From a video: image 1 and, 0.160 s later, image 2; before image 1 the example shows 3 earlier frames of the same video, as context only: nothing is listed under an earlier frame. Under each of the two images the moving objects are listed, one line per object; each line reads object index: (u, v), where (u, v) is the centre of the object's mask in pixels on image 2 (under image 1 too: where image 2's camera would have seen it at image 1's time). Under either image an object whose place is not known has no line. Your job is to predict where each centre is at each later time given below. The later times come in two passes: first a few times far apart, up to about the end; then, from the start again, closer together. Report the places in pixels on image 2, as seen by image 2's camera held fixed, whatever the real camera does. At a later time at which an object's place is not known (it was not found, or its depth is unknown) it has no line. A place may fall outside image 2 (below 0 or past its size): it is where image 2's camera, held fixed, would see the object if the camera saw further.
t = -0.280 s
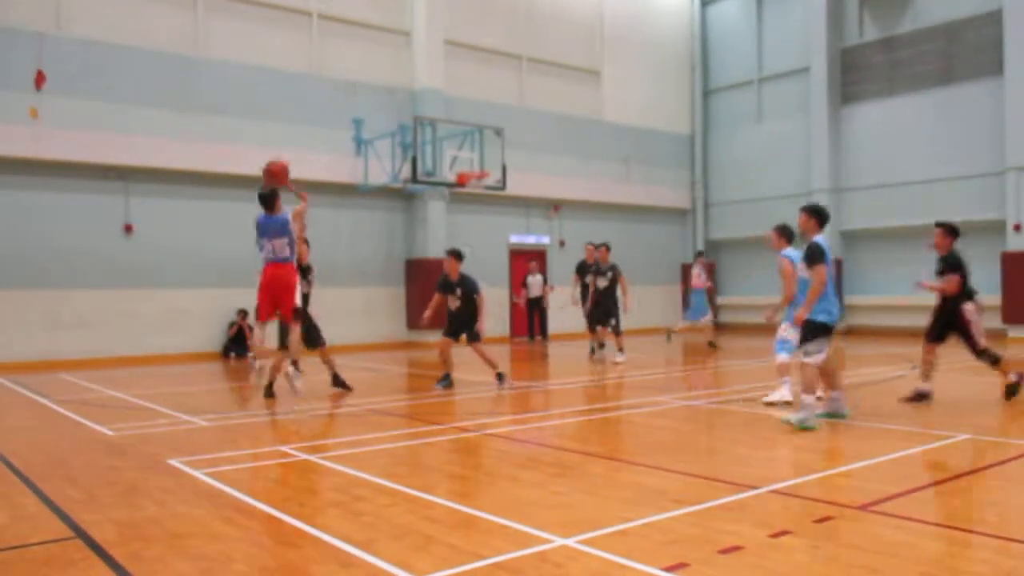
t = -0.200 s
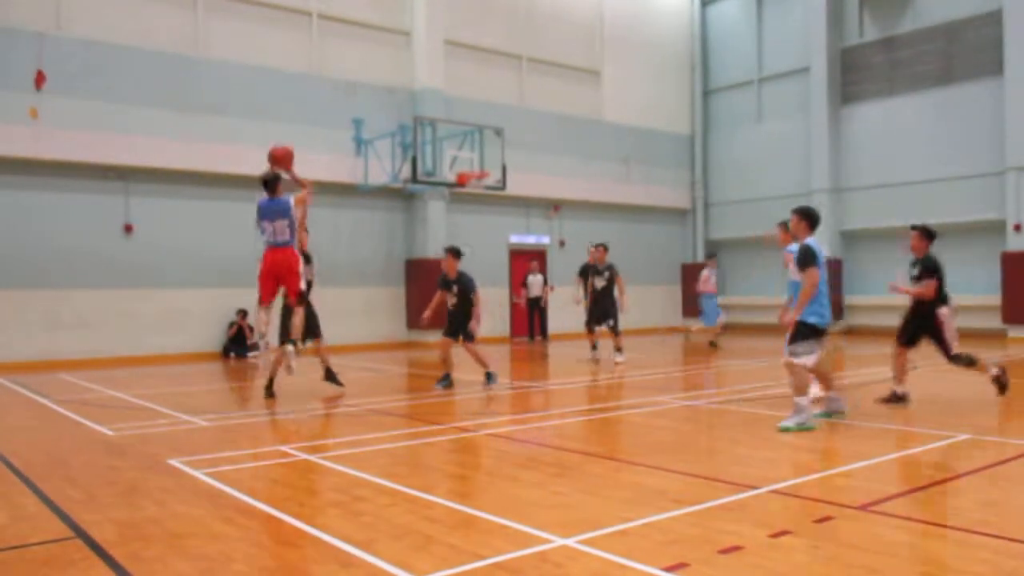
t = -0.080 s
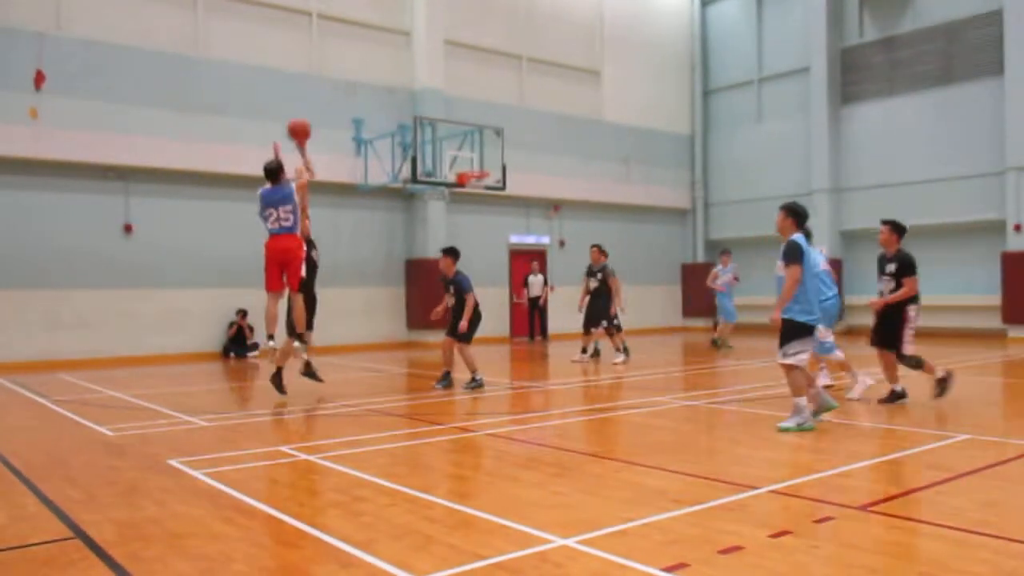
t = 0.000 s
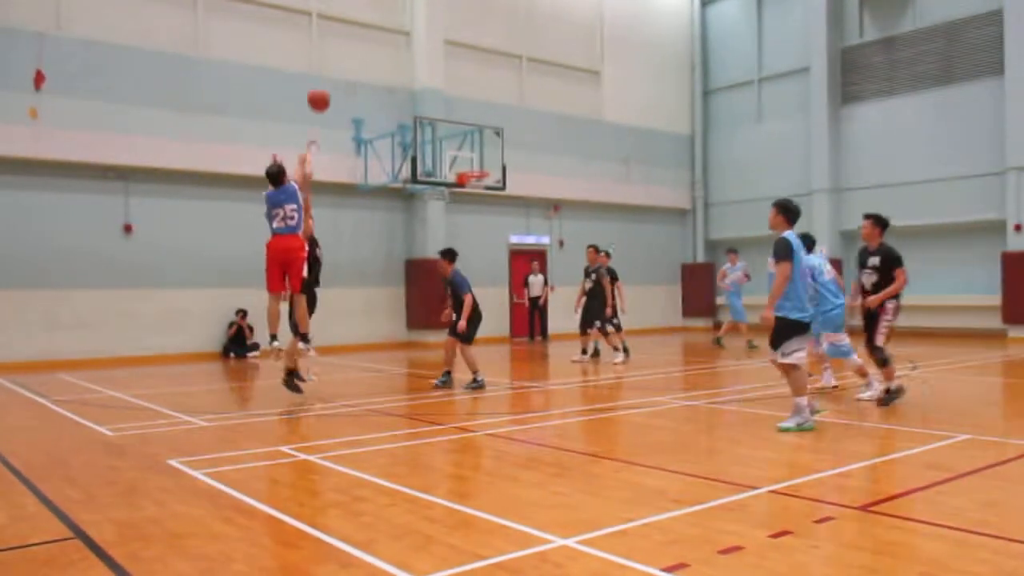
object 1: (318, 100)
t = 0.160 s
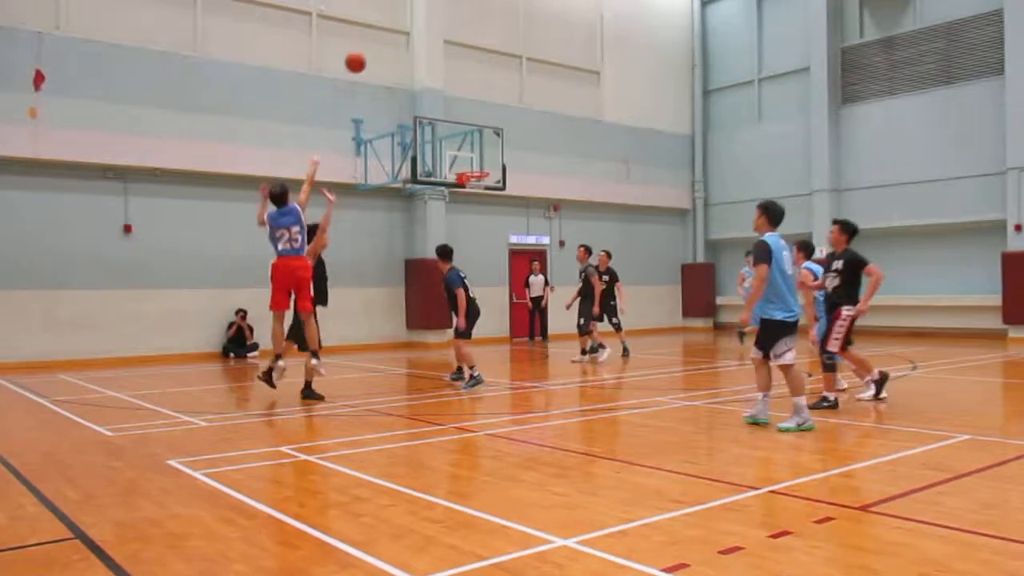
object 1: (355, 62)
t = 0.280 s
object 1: (378, 52)
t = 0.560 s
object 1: (423, 69)
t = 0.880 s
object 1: (465, 139)
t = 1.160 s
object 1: (482, 223)
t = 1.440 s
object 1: (493, 337)
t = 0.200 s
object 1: (363, 58)
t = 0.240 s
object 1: (371, 54)
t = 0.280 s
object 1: (378, 52)
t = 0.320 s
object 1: (385, 51)
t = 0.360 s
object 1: (392, 51)
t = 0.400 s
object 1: (399, 52)
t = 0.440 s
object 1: (405, 56)
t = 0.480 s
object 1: (412, 59)
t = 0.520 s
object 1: (417, 63)
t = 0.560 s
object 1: (423, 69)
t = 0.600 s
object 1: (429, 74)
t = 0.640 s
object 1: (434, 82)
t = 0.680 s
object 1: (439, 89)
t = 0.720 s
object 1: (444, 98)
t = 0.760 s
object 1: (449, 108)
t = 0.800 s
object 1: (454, 117)
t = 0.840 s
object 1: (459, 128)
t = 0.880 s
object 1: (465, 139)
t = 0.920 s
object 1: (467, 150)
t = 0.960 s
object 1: (472, 162)
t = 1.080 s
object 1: (479, 198)
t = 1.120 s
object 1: (480, 210)
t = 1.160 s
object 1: (482, 223)
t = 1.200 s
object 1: (483, 236)
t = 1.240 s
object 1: (485, 250)
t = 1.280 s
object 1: (486, 266)
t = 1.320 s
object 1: (489, 281)
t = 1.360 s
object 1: (490, 300)
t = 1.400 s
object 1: (491, 318)
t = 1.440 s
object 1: (493, 337)
